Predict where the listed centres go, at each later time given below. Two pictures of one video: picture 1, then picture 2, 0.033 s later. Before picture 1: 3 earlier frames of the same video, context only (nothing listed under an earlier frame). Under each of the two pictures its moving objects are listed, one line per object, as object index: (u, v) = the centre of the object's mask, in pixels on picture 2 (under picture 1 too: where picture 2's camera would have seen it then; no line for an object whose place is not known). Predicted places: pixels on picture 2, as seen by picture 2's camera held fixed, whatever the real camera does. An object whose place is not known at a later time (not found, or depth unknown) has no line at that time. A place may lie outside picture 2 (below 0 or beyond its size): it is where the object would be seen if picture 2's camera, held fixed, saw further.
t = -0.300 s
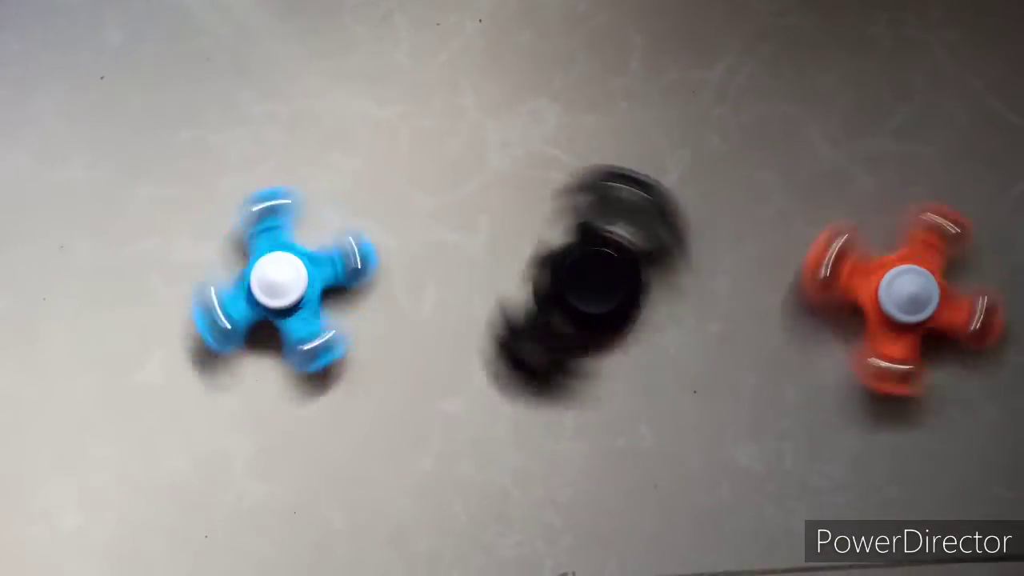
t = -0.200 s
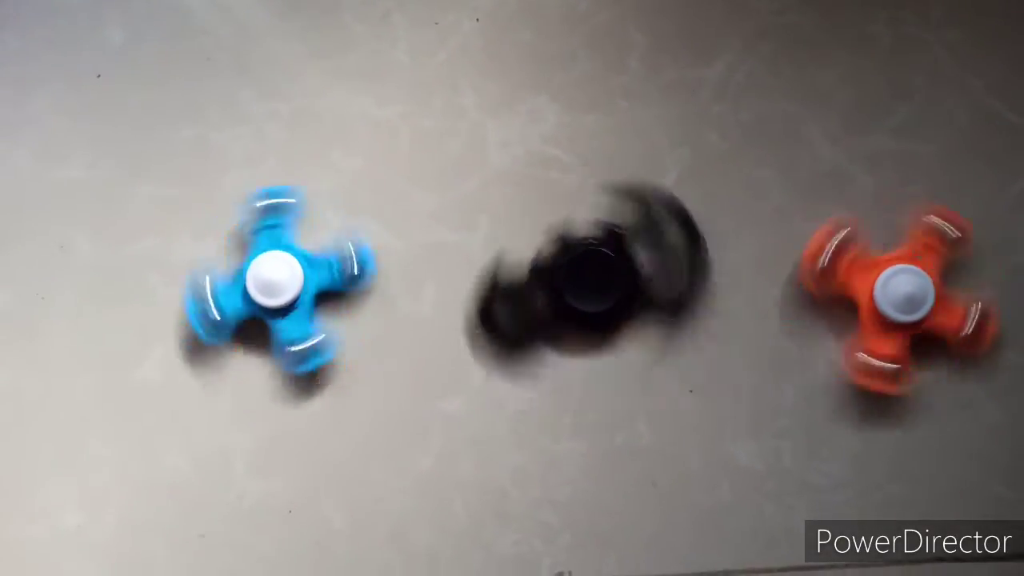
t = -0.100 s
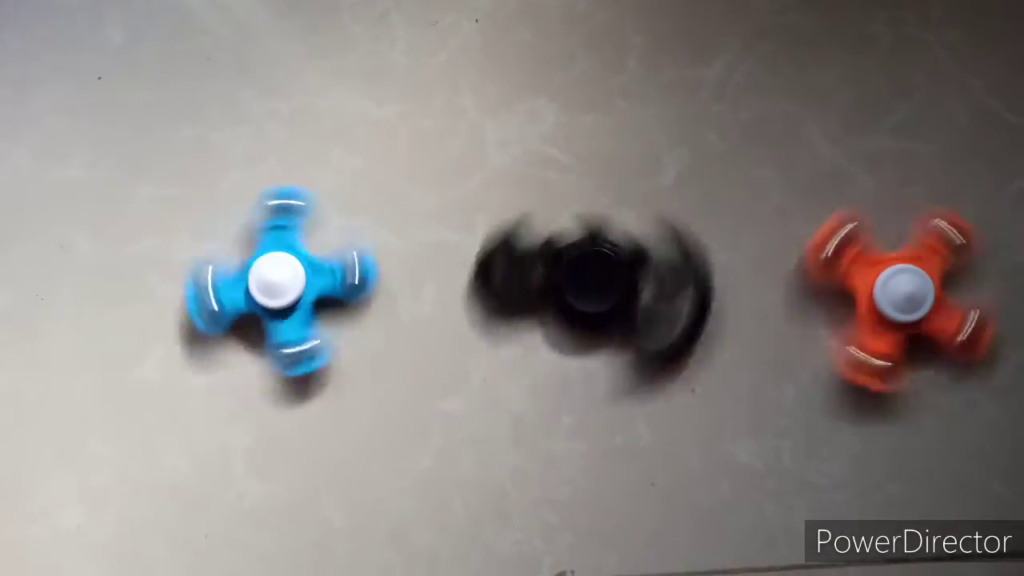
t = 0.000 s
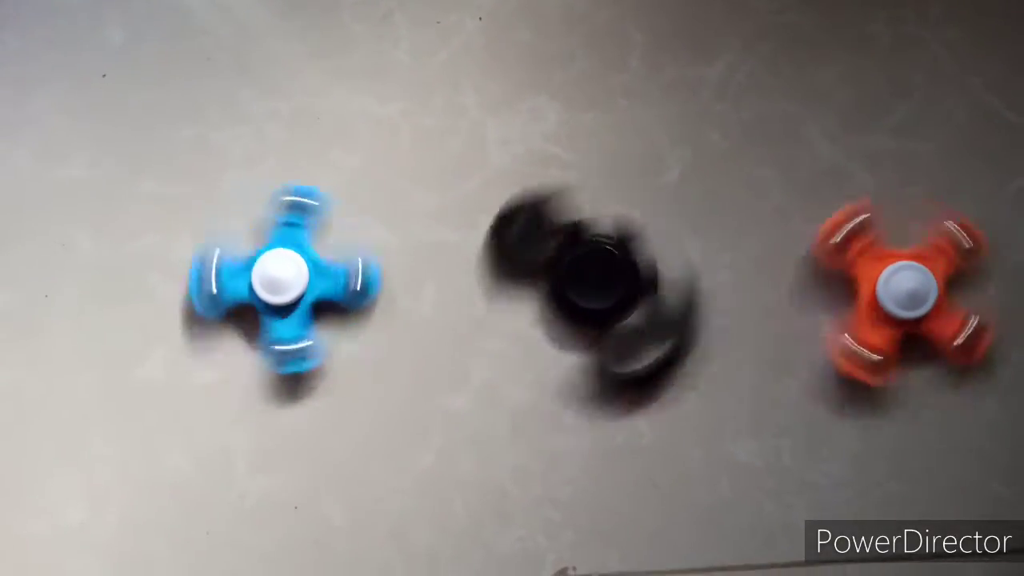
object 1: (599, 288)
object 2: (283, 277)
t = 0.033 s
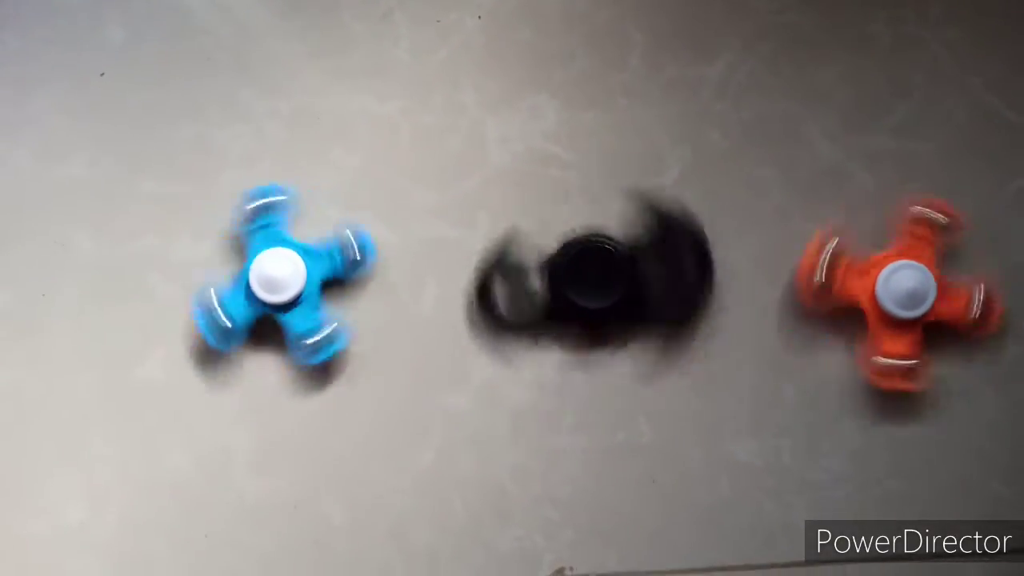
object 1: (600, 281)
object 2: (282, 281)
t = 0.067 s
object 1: (586, 274)
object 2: (280, 279)
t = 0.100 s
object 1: (583, 291)
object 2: (277, 281)
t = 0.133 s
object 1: (596, 292)
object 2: (277, 283)
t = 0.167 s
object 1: (595, 274)
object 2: (279, 281)
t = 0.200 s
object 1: (584, 283)
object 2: (280, 279)
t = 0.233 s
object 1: (589, 297)
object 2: (282, 281)
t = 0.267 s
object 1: (602, 282)
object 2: (281, 280)
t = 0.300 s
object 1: (588, 277)
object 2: (280, 280)
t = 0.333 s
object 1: (579, 290)
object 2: (278, 282)
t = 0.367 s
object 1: (597, 292)
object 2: (278, 282)
